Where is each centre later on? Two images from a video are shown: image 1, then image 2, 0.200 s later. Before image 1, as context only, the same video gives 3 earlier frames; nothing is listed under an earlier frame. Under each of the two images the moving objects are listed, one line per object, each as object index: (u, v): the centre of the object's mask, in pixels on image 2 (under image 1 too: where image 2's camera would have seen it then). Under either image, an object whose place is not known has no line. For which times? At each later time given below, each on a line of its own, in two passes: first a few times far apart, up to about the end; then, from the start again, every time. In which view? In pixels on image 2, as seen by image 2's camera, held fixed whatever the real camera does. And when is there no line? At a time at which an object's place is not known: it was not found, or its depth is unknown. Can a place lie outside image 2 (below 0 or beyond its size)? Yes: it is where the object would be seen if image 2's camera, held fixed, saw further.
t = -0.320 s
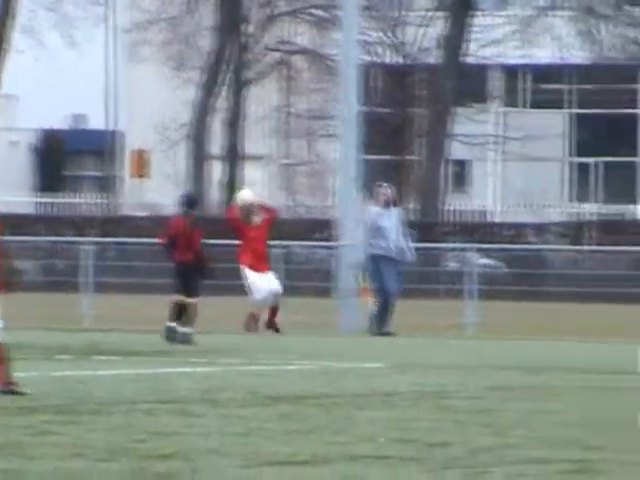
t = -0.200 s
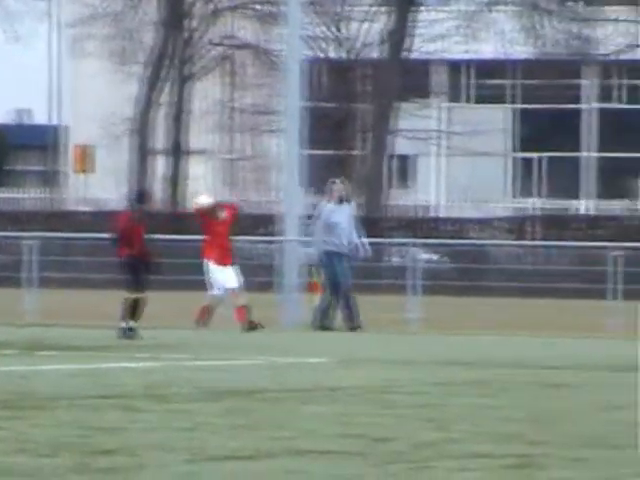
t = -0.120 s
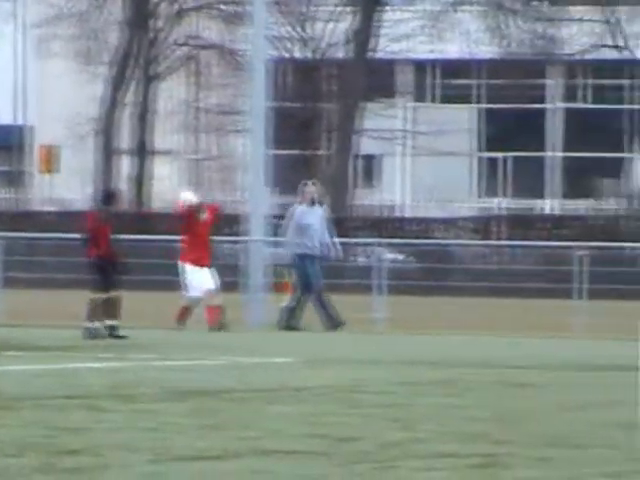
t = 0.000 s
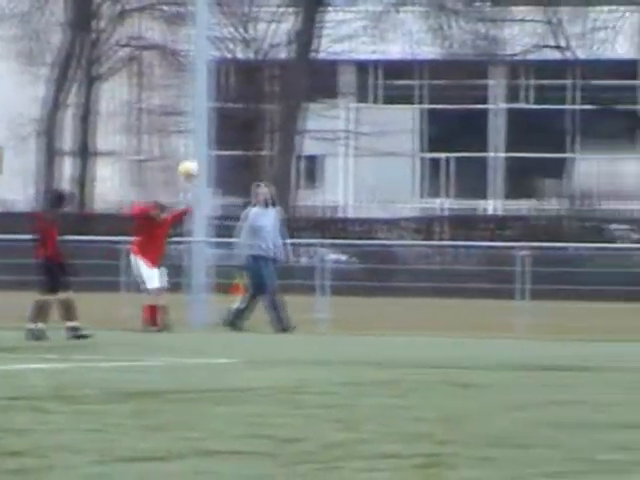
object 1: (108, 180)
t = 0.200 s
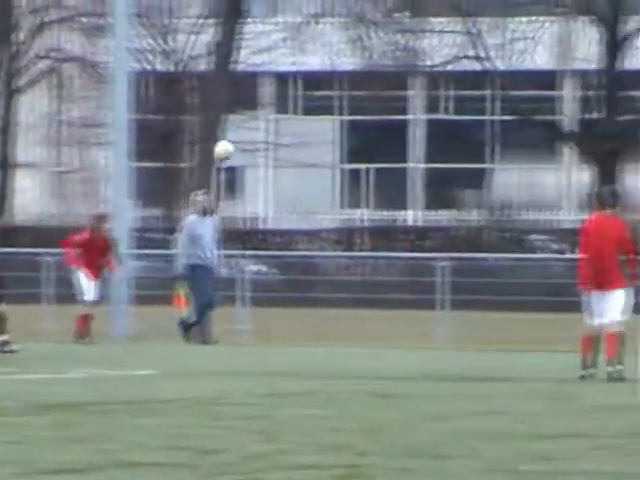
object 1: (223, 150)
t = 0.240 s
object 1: (247, 148)
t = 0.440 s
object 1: (365, 162)
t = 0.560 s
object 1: (438, 189)
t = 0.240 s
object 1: (247, 148)
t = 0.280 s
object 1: (270, 149)
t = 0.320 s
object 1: (293, 149)
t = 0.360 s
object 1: (317, 152)
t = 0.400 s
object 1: (341, 156)
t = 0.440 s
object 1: (365, 162)
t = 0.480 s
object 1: (390, 169)
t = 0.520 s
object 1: (413, 176)
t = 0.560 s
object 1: (438, 189)
